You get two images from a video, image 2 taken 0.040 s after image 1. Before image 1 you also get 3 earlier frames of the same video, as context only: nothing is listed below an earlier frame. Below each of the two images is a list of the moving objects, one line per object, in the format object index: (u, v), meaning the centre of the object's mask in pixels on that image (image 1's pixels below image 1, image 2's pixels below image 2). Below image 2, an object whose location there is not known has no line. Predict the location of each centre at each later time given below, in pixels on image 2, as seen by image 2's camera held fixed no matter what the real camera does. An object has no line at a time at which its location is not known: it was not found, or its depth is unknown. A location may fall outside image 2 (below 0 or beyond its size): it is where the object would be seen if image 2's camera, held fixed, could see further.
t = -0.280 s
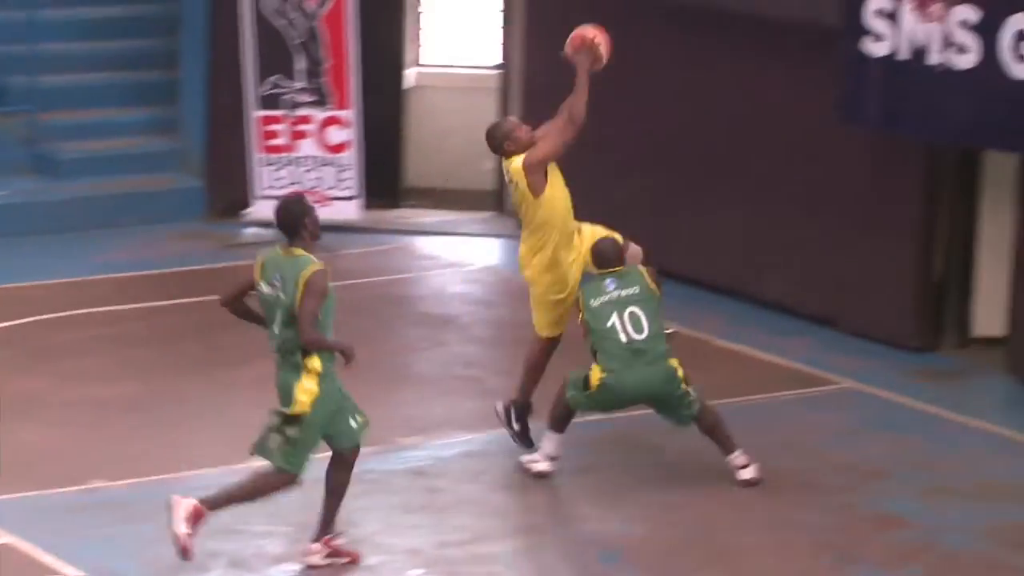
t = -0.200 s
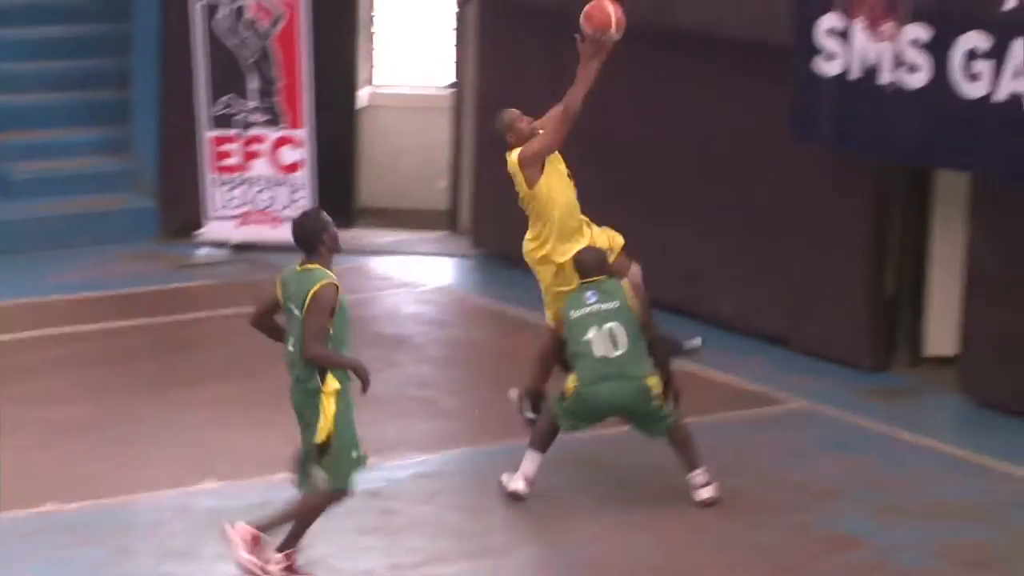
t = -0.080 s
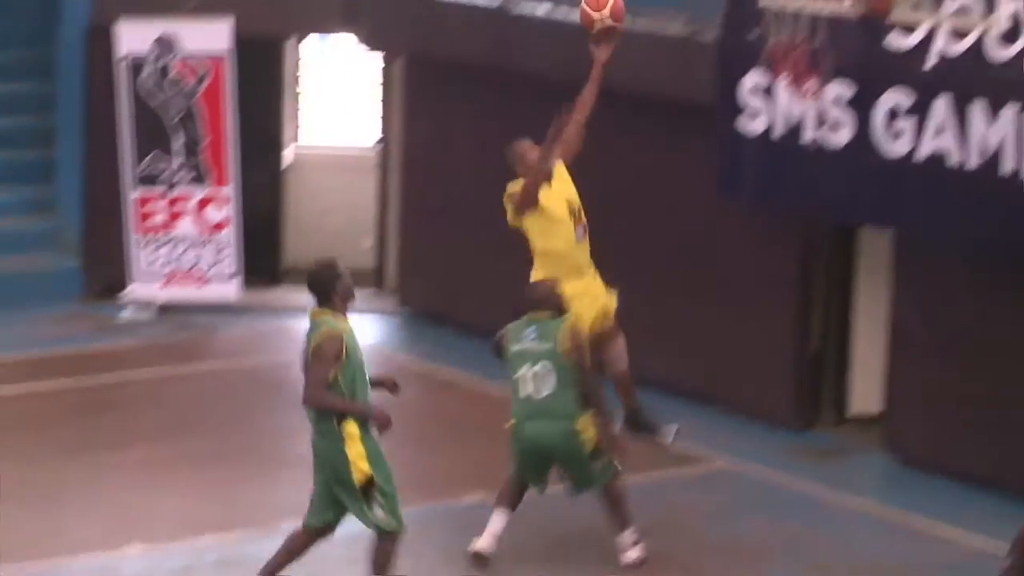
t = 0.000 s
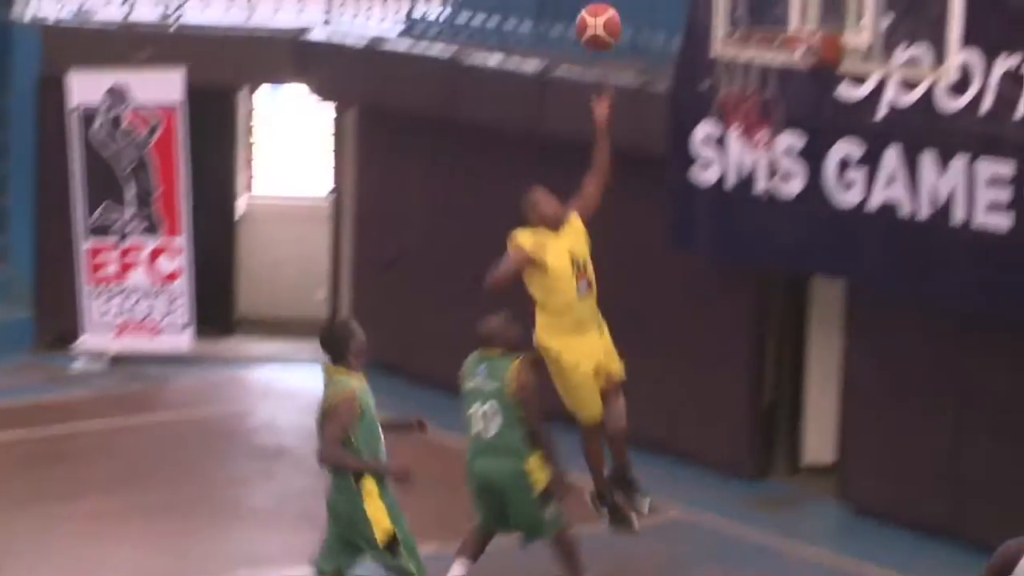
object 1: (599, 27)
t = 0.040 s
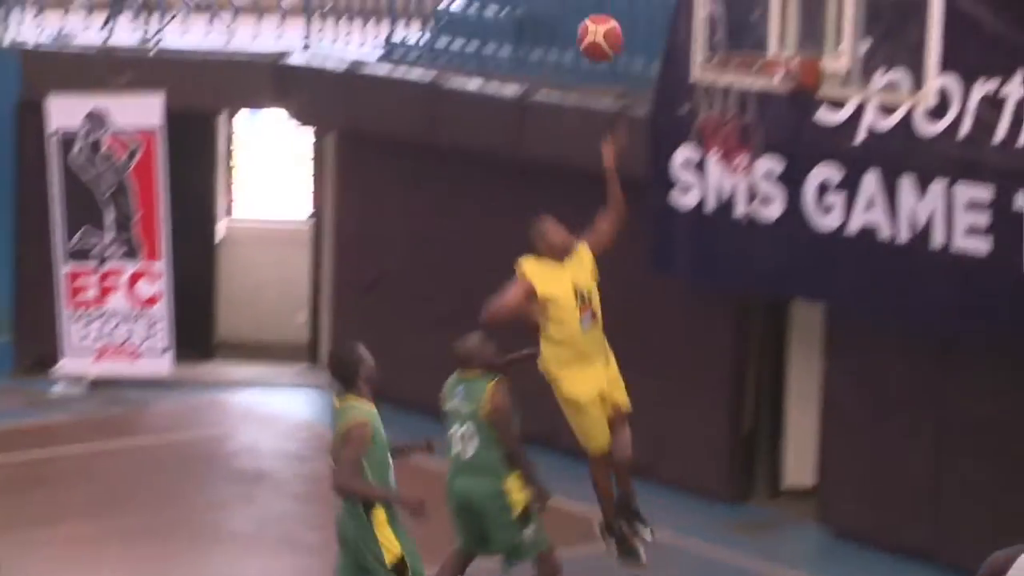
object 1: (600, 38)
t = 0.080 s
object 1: (621, 28)
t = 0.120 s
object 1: (642, 21)
